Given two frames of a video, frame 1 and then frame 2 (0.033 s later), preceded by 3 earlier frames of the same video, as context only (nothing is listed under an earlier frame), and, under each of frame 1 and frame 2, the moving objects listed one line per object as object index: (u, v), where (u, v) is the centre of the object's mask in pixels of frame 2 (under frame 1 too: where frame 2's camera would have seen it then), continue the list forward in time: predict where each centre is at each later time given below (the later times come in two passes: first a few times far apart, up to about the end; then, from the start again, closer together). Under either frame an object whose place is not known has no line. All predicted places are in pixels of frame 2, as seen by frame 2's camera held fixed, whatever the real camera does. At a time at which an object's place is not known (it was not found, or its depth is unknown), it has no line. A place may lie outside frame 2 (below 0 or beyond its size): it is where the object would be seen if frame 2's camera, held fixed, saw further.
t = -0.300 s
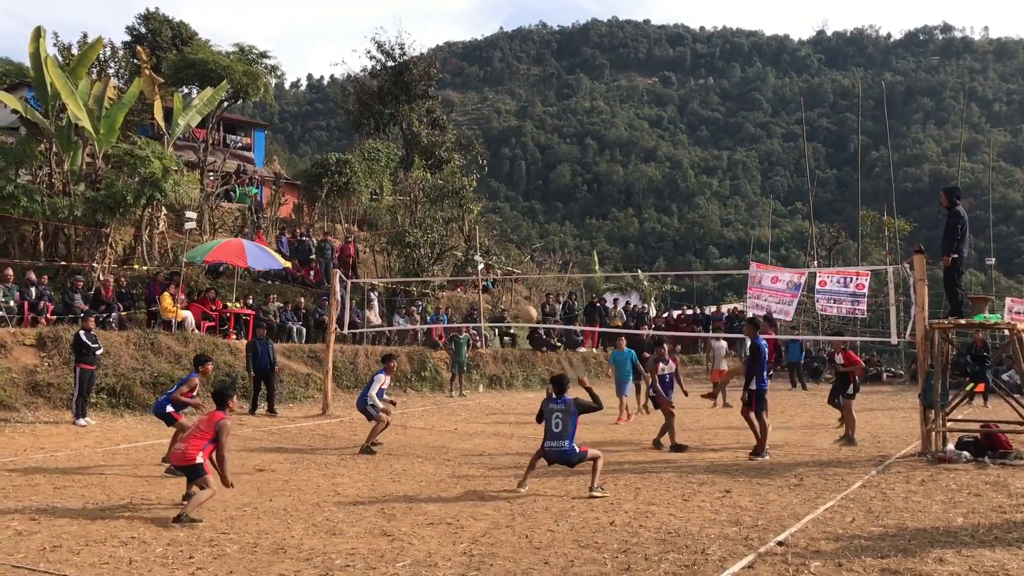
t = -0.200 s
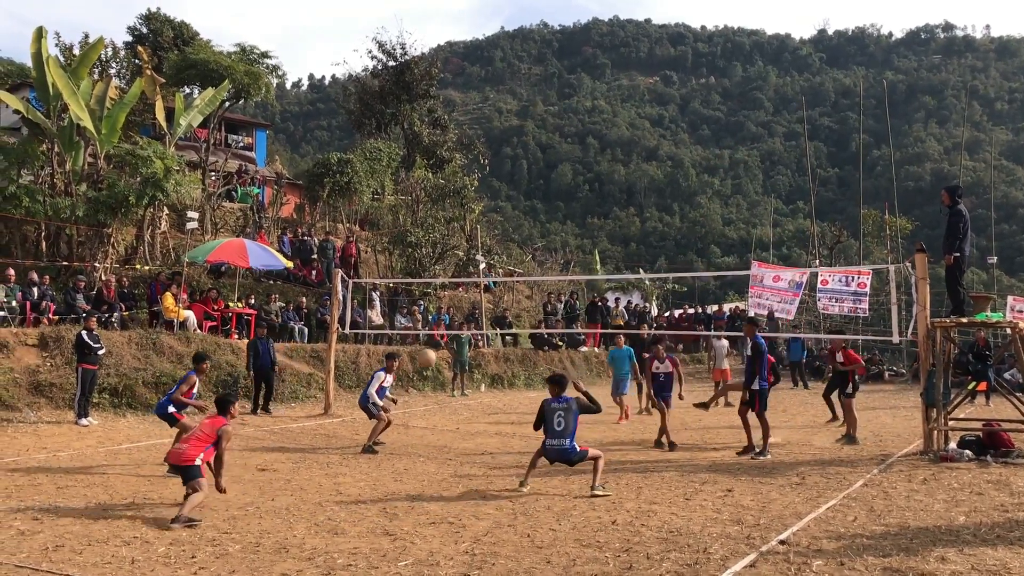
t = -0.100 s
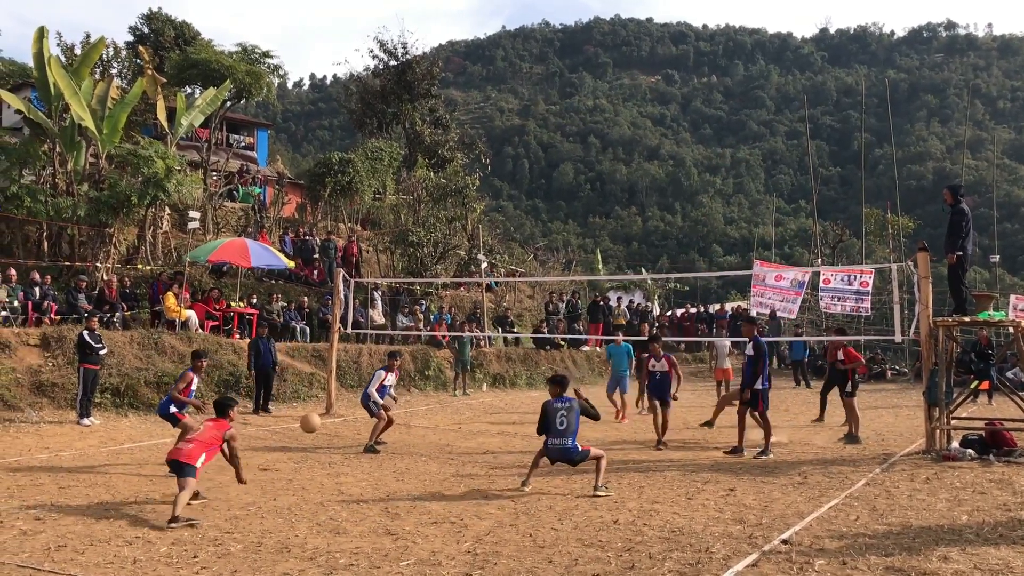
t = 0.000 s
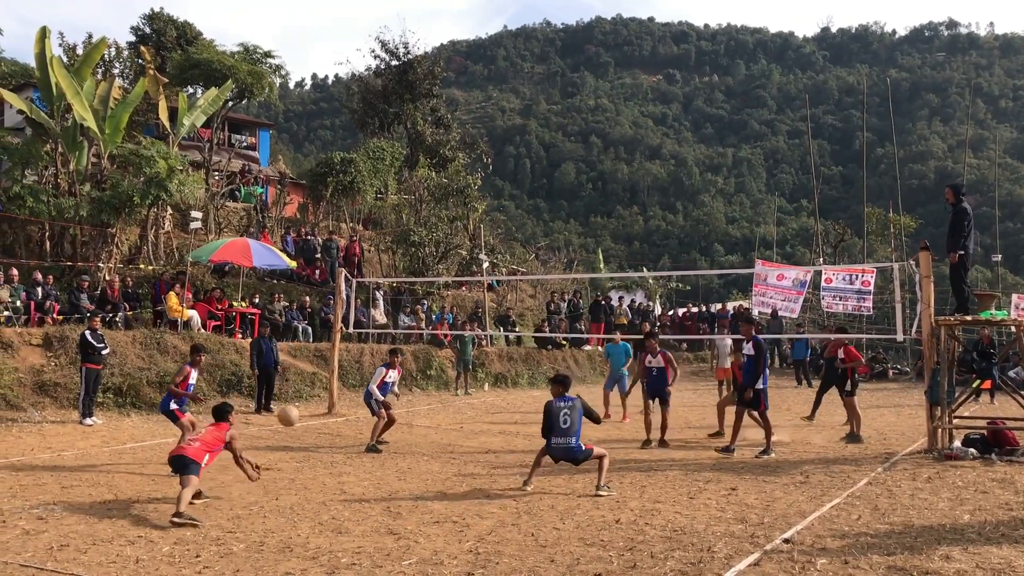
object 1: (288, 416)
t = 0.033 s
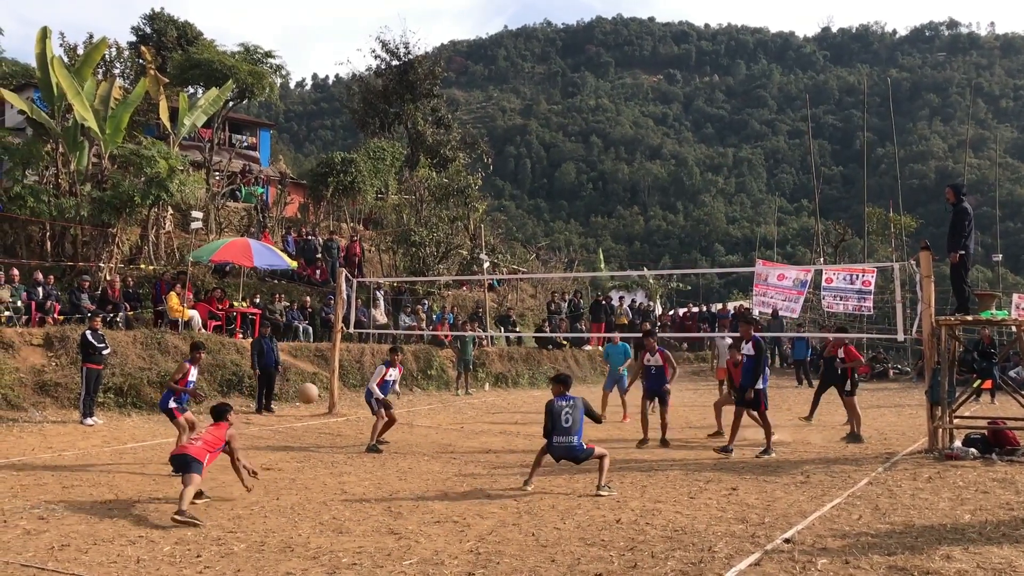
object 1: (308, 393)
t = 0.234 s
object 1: (412, 283)
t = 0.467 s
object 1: (525, 204)
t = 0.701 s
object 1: (635, 174)
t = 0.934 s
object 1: (745, 195)
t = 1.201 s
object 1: (871, 282)
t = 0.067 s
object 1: (326, 372)
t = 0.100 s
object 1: (345, 352)
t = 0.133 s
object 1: (361, 333)
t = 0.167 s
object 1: (379, 316)
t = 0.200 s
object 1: (396, 298)
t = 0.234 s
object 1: (412, 283)
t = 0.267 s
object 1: (430, 268)
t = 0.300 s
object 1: (445, 255)
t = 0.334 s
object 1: (462, 243)
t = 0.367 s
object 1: (479, 232)
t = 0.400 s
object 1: (494, 221)
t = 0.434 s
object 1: (510, 212)
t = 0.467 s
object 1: (525, 204)
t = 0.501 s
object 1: (541, 197)
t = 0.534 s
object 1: (557, 190)
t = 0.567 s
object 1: (573, 185)
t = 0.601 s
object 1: (589, 181)
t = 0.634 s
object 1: (604, 178)
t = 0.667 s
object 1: (620, 175)
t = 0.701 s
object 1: (635, 174)
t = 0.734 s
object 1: (651, 174)
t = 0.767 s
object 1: (667, 175)
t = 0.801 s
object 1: (683, 177)
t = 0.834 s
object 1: (698, 180)
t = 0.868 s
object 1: (714, 184)
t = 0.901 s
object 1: (729, 189)
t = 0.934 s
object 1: (745, 195)
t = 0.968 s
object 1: (761, 203)
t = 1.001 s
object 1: (777, 211)
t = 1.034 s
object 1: (793, 220)
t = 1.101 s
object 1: (824, 241)
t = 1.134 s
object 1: (840, 253)
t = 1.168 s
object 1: (855, 267)
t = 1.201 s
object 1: (871, 282)
